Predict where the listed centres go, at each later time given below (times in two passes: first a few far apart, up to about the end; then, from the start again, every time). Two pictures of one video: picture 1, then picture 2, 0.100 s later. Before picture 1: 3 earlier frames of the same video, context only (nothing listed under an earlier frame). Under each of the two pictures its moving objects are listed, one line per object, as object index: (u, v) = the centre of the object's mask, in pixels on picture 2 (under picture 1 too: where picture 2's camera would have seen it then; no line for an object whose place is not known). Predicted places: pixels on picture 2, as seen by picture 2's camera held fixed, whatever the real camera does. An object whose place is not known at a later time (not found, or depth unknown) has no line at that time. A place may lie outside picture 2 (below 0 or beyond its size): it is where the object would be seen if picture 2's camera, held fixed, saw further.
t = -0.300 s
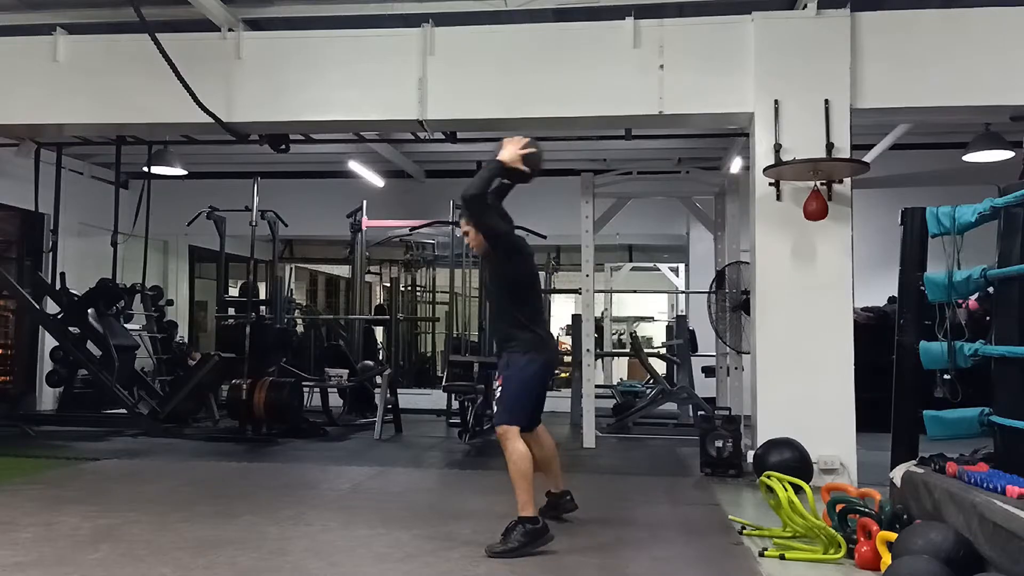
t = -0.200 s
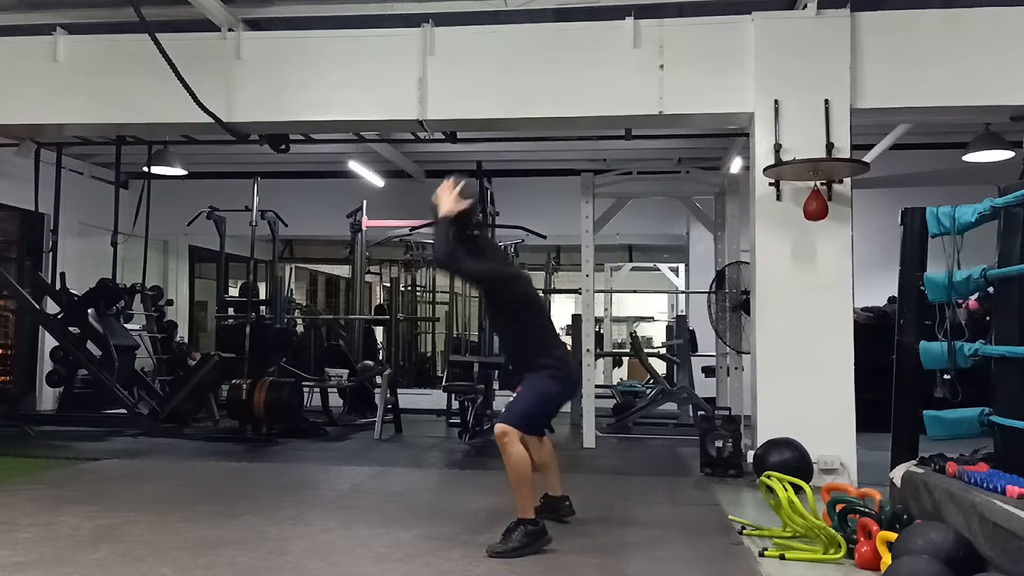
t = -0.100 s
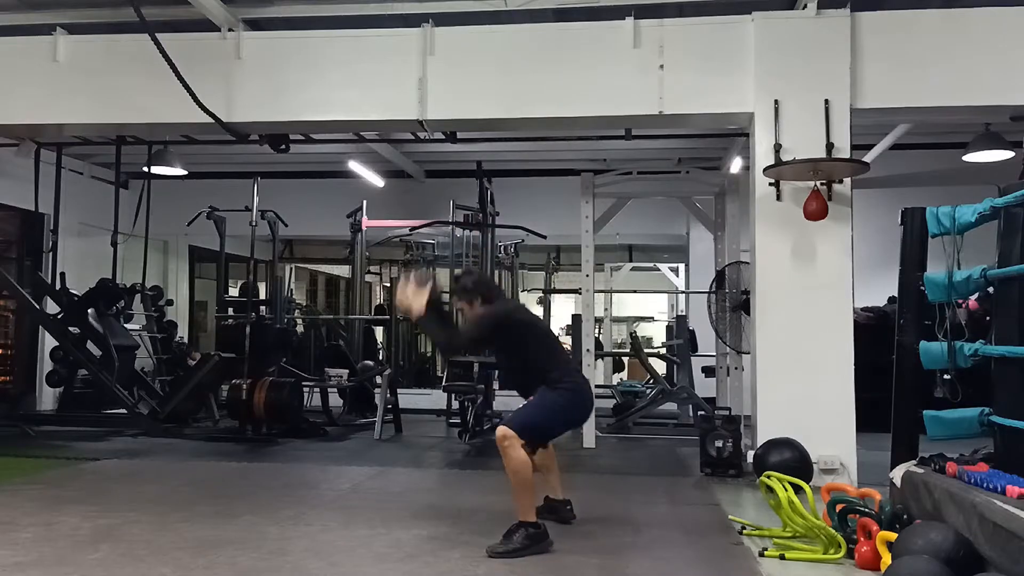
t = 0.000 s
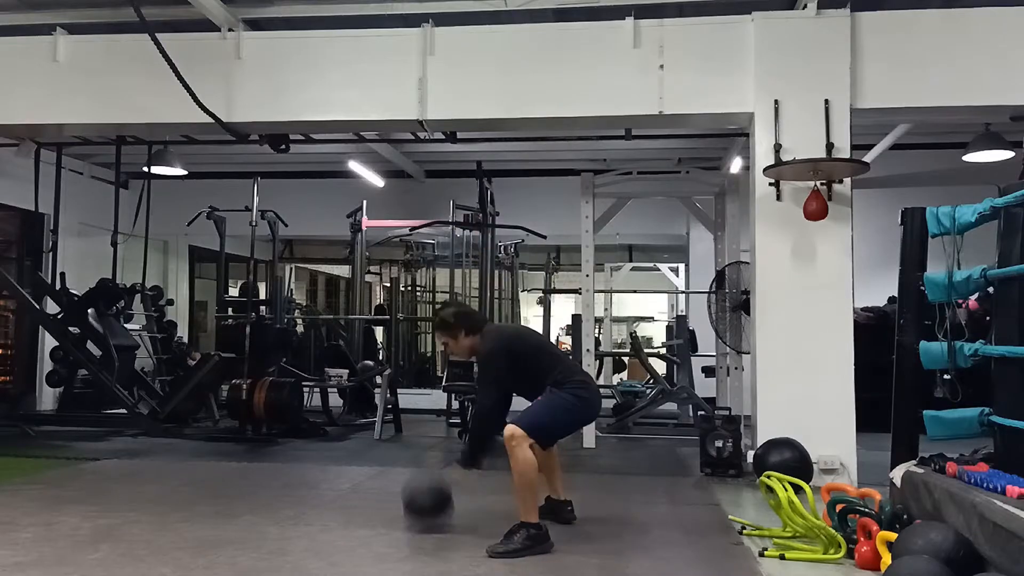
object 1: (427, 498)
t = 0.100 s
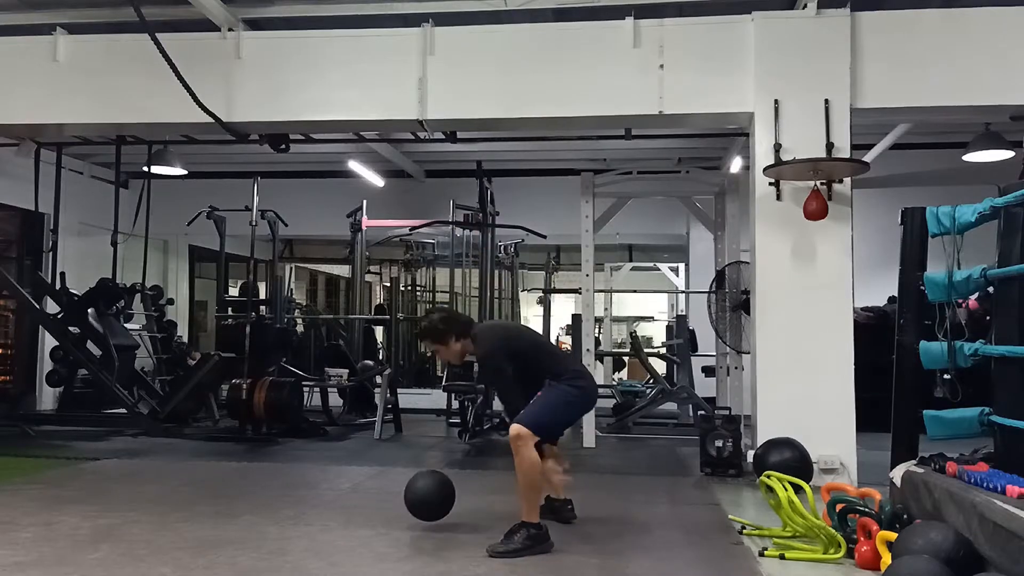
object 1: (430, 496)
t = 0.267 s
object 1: (437, 507)
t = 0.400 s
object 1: (433, 505)
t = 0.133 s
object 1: (431, 493)
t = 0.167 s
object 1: (434, 495)
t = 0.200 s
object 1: (436, 499)
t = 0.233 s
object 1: (437, 506)
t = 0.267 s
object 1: (437, 507)
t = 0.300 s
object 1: (436, 505)
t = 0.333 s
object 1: (434, 506)
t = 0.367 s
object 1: (434, 506)
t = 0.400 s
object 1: (433, 505)
